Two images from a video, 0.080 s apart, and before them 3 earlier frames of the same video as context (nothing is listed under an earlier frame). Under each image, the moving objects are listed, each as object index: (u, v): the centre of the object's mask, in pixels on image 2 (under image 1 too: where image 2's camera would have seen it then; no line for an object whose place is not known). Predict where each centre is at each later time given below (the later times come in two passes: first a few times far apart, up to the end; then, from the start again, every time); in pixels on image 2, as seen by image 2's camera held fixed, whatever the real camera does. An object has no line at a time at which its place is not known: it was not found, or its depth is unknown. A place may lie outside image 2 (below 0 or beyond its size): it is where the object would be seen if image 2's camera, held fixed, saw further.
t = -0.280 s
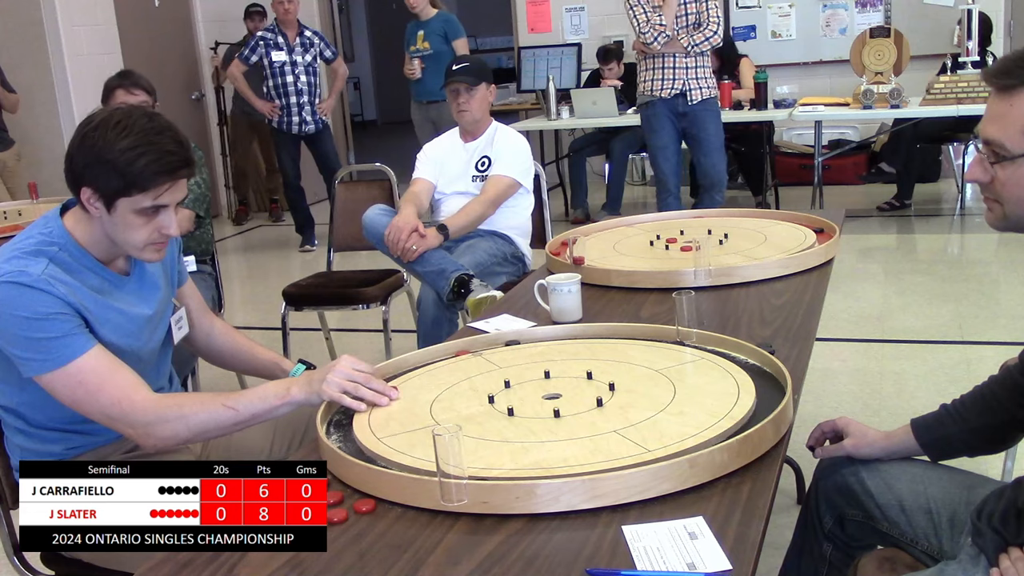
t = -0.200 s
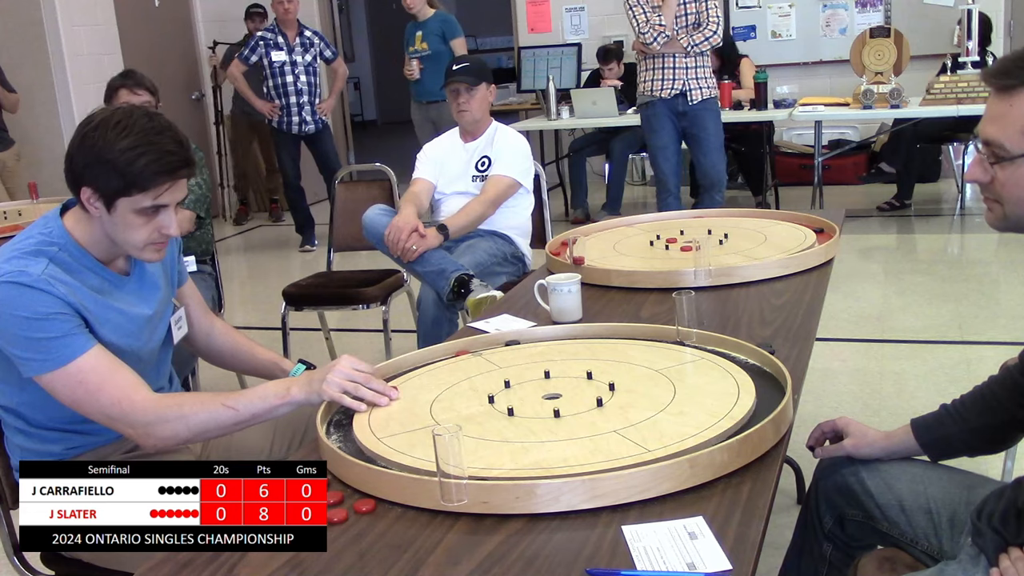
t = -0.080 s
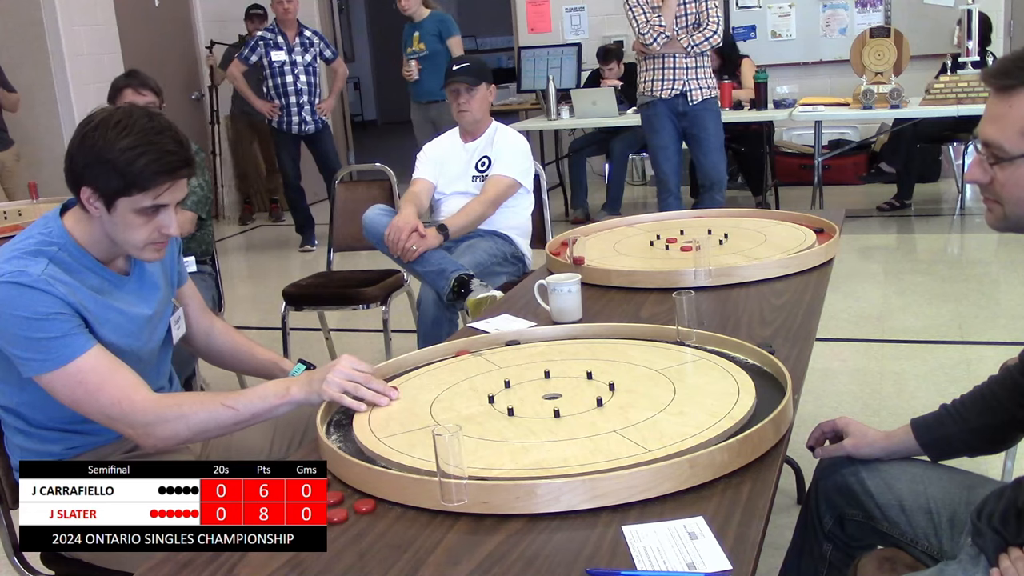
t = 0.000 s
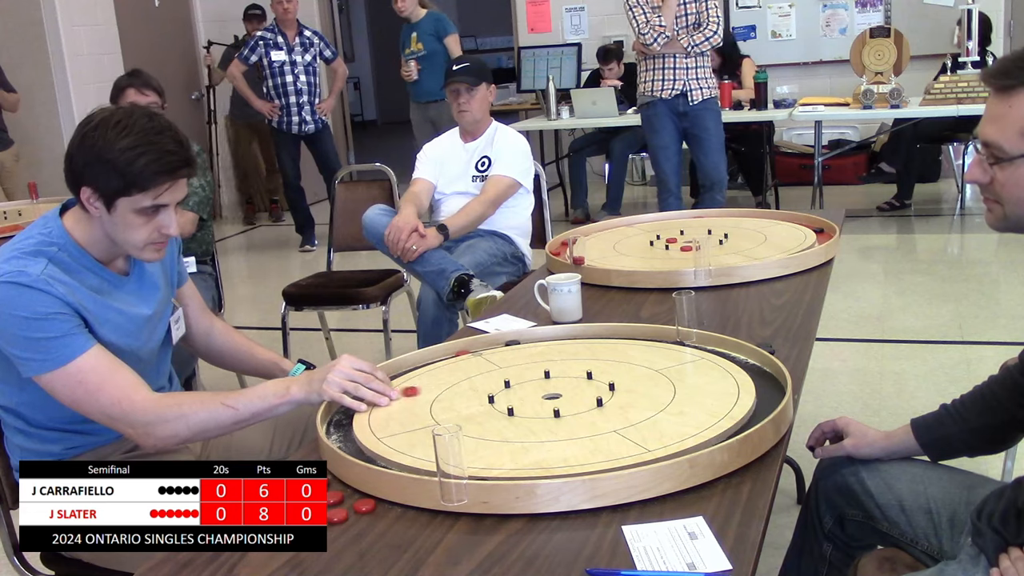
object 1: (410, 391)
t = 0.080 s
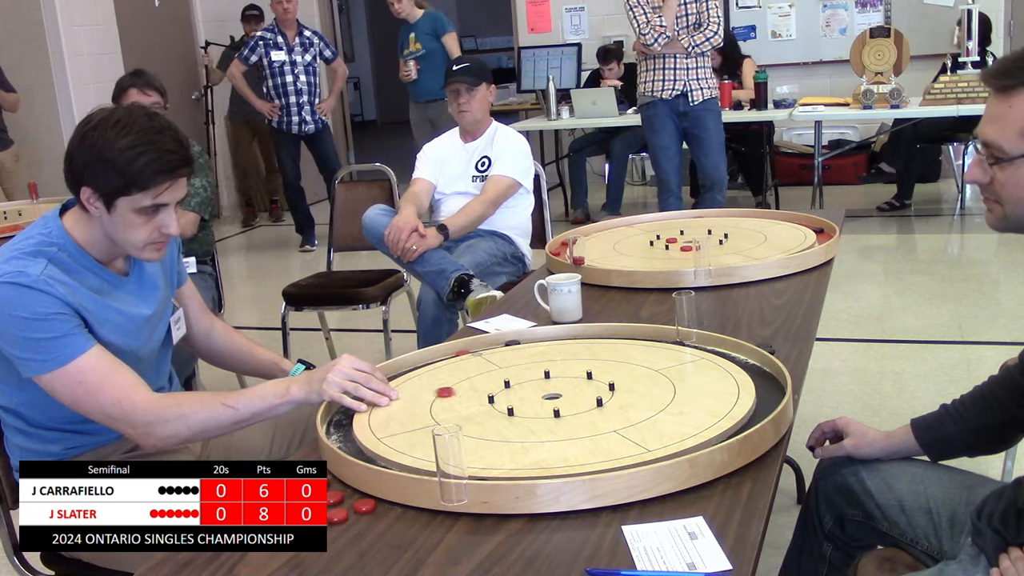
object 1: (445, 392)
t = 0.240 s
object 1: (500, 393)
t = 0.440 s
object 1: (551, 395)
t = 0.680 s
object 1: (551, 395)
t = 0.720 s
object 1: (551, 395)
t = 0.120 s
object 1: (458, 392)
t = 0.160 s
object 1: (476, 392)
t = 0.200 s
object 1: (488, 392)
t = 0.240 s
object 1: (500, 393)
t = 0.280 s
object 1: (516, 393)
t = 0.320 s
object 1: (526, 393)
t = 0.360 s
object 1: (540, 393)
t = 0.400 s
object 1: (550, 394)
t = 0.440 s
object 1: (551, 395)
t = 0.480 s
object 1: (552, 395)
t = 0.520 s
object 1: (551, 395)
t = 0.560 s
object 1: (551, 395)
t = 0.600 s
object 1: (552, 395)
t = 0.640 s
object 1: (551, 395)
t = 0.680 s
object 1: (551, 395)
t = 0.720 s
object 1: (551, 395)
